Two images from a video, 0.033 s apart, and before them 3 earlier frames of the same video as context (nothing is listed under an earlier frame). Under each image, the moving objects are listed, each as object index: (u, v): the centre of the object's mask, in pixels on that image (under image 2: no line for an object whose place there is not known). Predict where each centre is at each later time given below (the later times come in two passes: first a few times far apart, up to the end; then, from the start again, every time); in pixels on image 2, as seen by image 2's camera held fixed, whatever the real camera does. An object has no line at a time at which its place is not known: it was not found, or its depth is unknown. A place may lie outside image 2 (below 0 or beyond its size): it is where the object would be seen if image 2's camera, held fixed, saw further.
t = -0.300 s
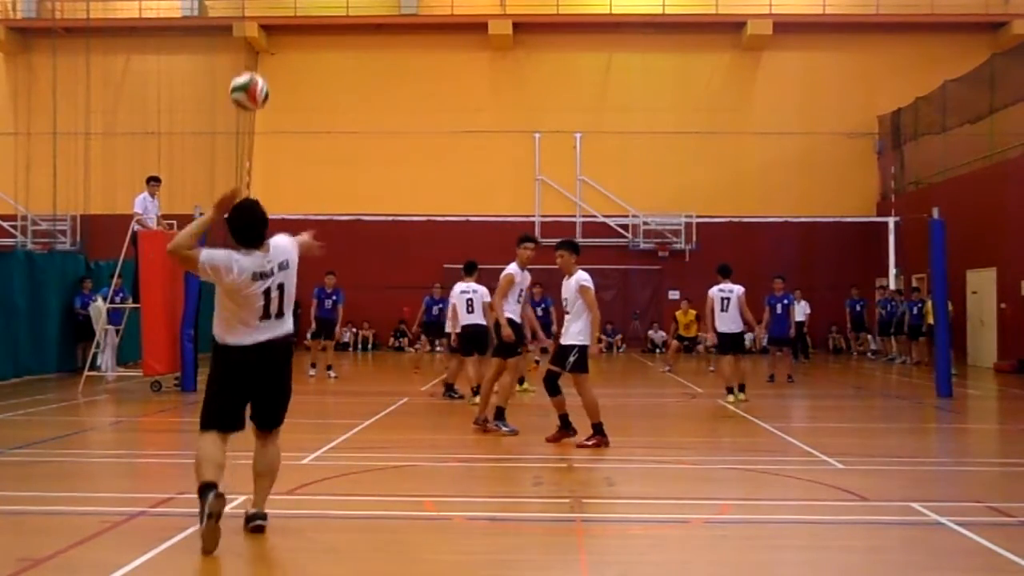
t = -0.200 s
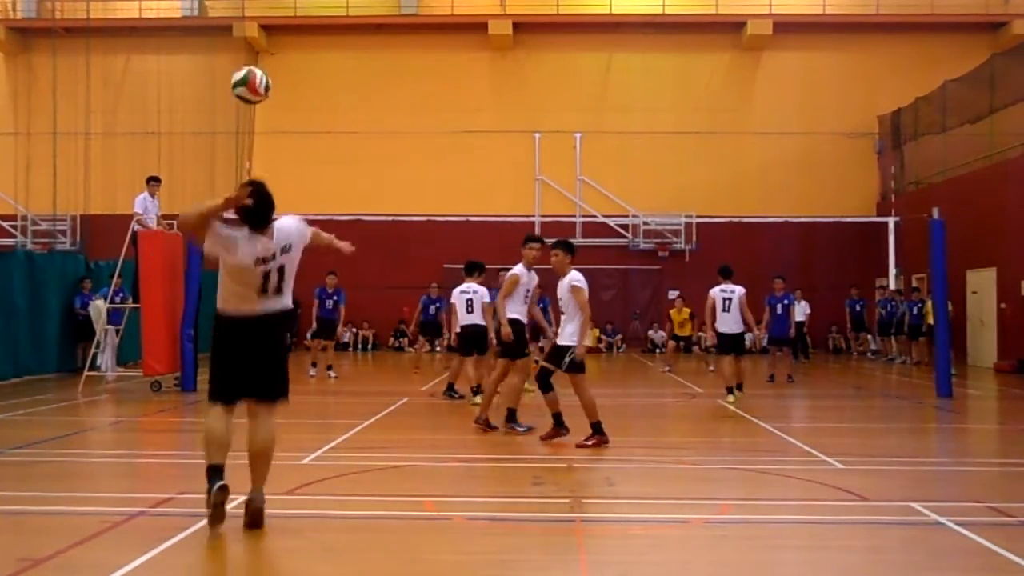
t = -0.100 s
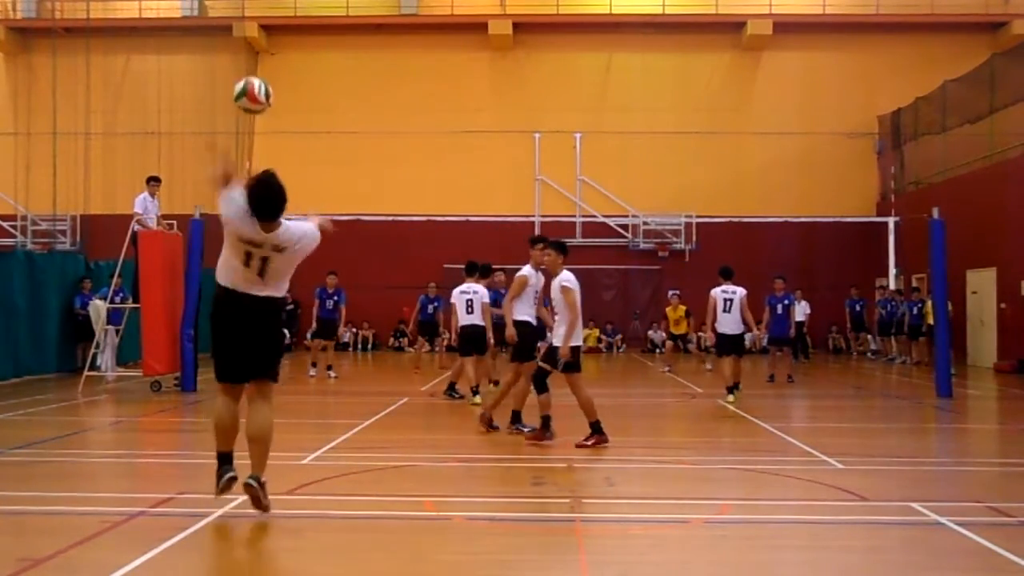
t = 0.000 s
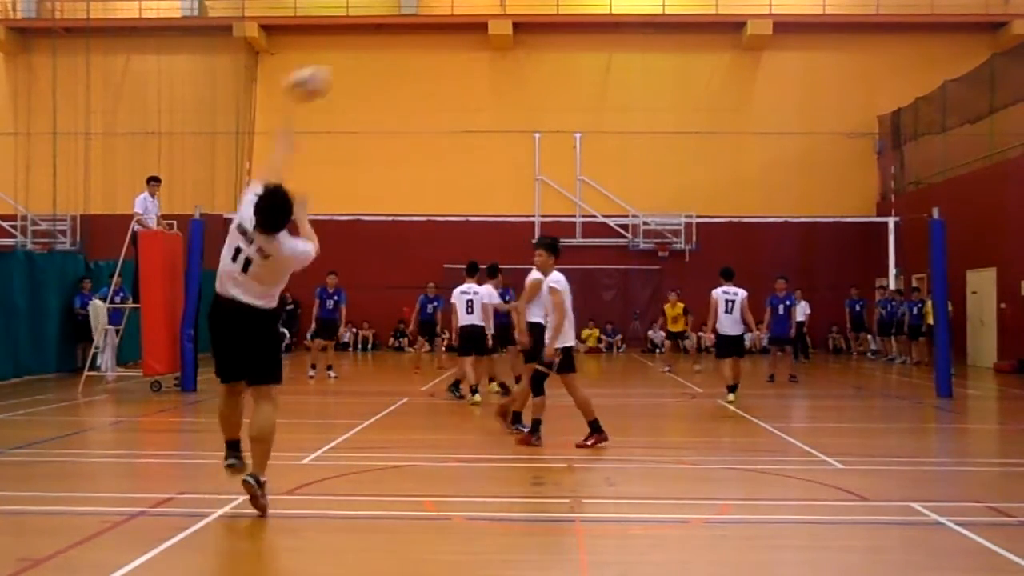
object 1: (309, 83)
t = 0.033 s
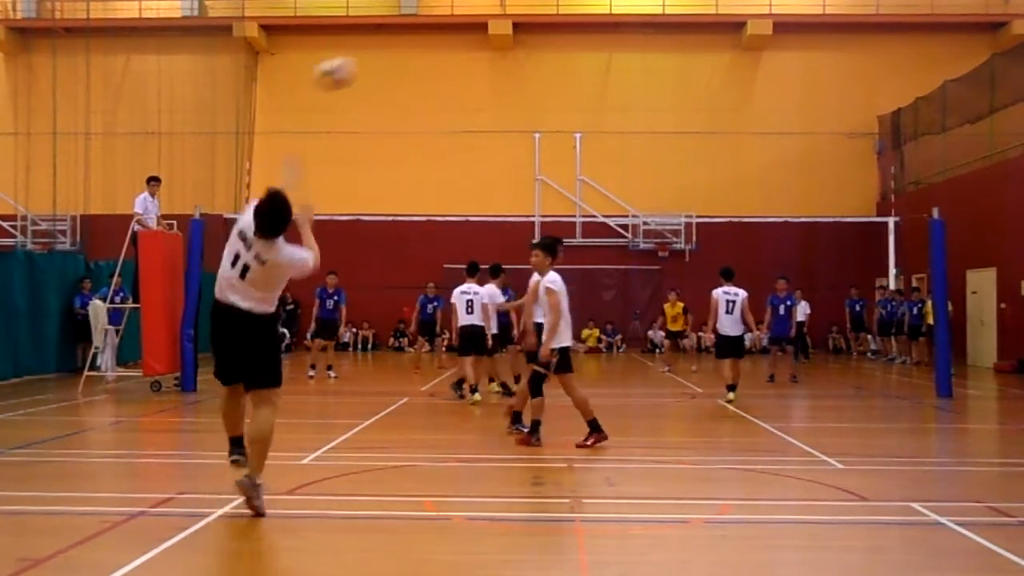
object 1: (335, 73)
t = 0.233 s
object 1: (444, 58)
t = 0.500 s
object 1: (515, 99)
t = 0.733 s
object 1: (545, 155)
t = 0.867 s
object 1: (557, 190)
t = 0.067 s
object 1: (360, 65)
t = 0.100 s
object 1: (380, 61)
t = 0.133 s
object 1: (398, 57)
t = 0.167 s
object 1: (416, 56)
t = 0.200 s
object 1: (431, 56)
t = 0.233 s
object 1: (444, 58)
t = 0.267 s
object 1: (457, 61)
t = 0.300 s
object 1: (466, 64)
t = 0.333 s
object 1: (476, 69)
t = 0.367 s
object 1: (486, 74)
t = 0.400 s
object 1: (495, 80)
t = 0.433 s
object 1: (502, 86)
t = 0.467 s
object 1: (509, 93)
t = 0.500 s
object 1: (515, 99)
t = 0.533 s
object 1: (521, 107)
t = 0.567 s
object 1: (526, 115)
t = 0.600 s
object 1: (530, 122)
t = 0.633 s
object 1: (534, 130)
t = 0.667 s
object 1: (539, 138)
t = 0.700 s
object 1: (542, 146)
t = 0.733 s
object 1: (545, 155)
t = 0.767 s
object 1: (548, 163)
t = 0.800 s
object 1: (552, 173)
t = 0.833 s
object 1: (555, 182)
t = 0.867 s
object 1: (557, 190)
